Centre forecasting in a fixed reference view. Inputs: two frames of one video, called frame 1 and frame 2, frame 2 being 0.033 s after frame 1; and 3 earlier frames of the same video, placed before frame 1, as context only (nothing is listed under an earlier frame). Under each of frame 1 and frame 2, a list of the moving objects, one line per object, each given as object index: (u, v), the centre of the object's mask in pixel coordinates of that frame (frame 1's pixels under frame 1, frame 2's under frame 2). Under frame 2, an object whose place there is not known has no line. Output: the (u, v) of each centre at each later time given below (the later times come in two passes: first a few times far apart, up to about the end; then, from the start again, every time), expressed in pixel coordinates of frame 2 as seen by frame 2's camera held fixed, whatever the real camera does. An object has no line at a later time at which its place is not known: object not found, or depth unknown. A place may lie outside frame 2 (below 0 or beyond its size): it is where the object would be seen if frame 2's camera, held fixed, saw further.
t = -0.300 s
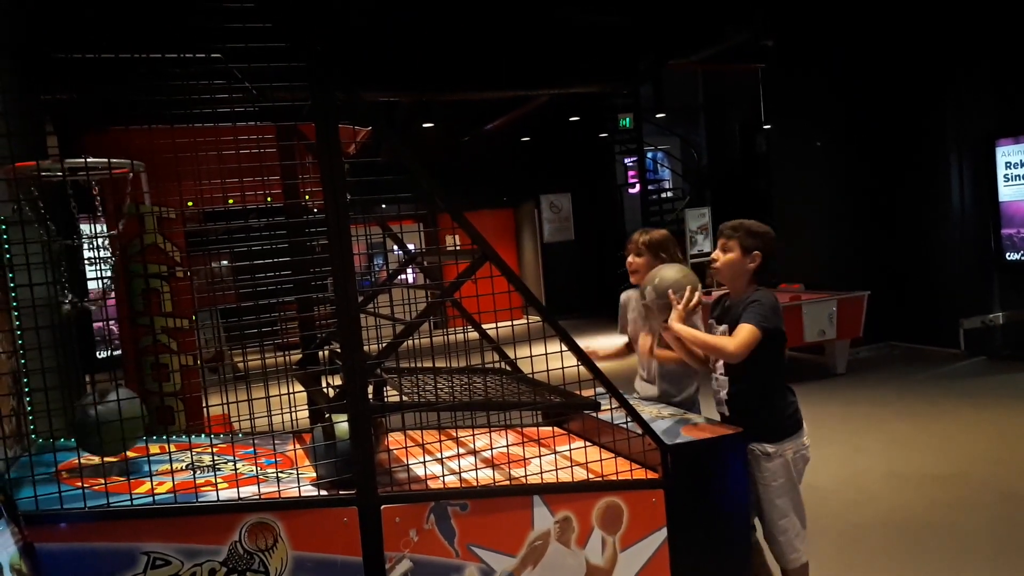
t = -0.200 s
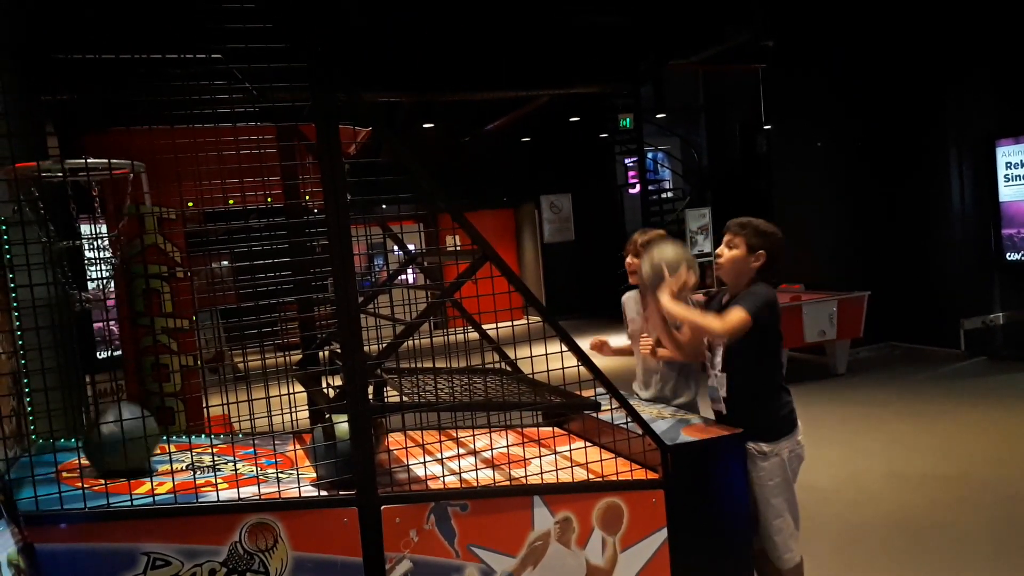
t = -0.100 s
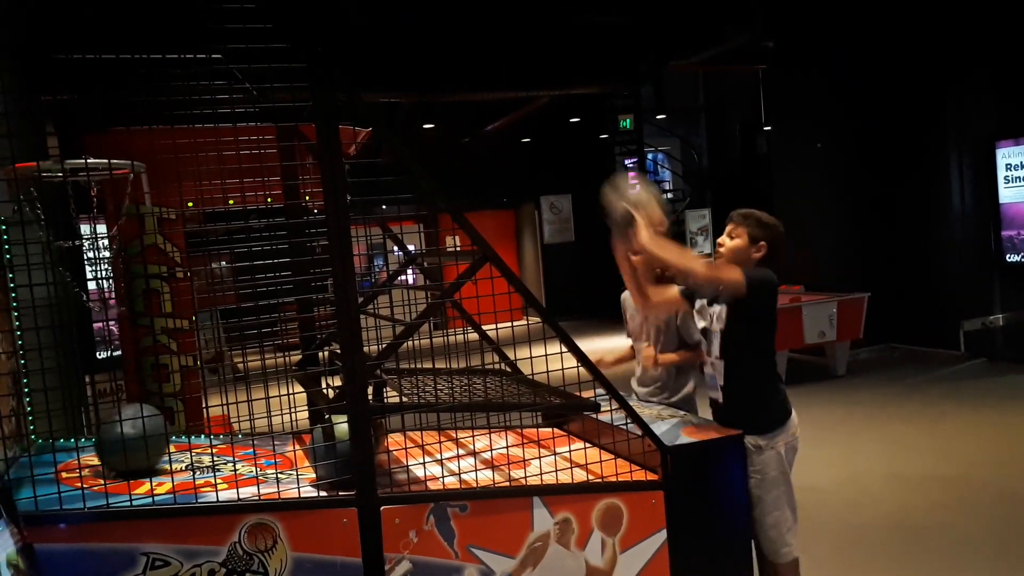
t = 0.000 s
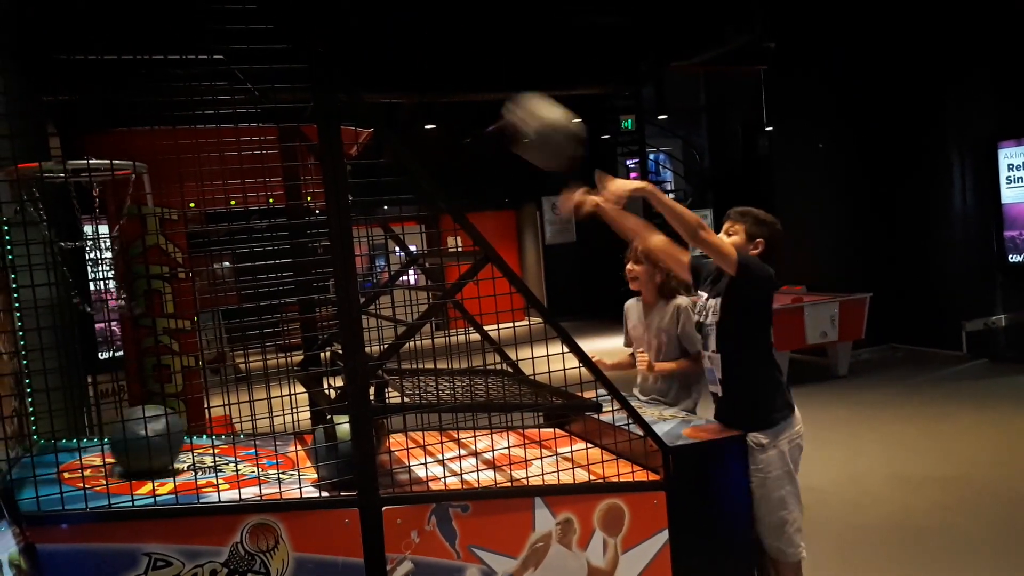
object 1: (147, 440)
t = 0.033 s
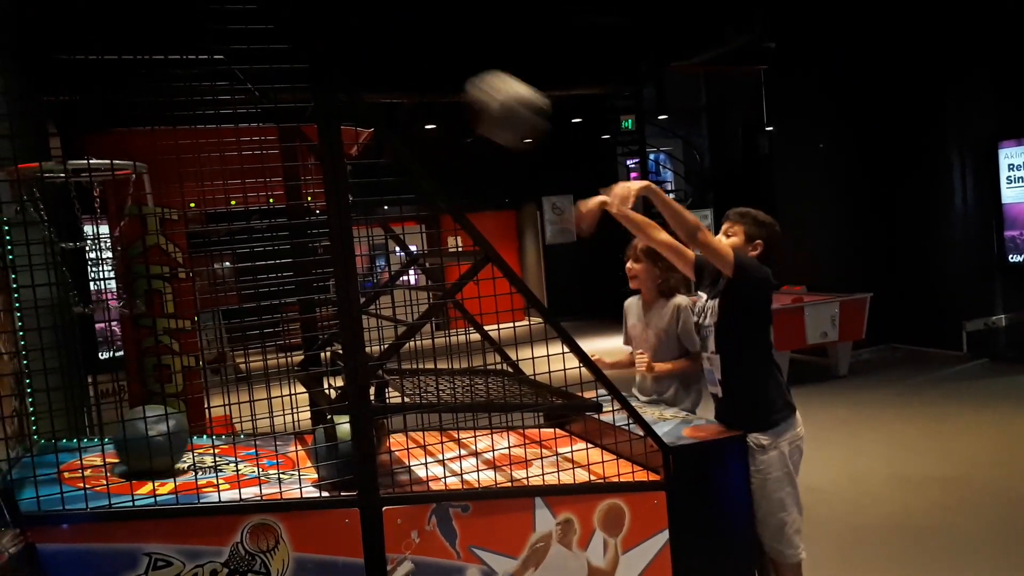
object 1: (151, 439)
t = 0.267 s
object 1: (185, 441)
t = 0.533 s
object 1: (226, 439)
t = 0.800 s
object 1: (264, 440)
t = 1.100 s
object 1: (286, 436)
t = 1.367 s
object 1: (281, 436)
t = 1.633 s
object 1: (280, 438)
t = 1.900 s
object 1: (280, 437)
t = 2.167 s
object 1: (280, 437)
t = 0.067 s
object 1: (155, 440)
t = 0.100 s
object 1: (160, 439)
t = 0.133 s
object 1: (165, 440)
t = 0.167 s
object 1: (170, 440)
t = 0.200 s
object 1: (175, 440)
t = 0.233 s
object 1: (180, 440)
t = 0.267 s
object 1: (185, 441)
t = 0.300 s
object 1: (192, 441)
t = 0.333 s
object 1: (197, 440)
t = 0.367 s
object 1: (202, 439)
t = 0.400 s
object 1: (206, 439)
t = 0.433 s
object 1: (212, 439)
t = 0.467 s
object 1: (217, 440)
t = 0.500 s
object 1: (222, 440)
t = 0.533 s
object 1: (226, 439)
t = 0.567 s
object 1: (231, 438)
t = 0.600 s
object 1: (237, 438)
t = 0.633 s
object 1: (242, 439)
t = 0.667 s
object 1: (246, 440)
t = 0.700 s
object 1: (251, 440)
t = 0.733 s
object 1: (255, 440)
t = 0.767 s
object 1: (260, 440)
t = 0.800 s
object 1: (264, 440)
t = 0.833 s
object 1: (269, 439)
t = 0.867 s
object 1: (273, 439)
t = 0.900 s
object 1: (278, 439)
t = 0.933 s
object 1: (282, 439)
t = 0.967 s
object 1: (285, 438)
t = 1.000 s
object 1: (286, 438)
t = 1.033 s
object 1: (287, 437)
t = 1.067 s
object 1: (287, 437)
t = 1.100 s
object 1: (286, 436)
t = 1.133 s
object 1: (286, 437)
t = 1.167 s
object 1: (287, 435)
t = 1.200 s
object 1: (286, 436)
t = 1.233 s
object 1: (285, 435)
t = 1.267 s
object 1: (284, 435)
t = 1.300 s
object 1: (282, 435)
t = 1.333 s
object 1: (281, 436)
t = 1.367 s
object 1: (281, 436)
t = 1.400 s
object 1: (280, 437)
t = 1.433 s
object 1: (280, 437)
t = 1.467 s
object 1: (280, 437)
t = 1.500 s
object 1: (280, 437)
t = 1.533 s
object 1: (280, 437)
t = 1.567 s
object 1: (280, 438)
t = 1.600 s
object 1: (280, 438)
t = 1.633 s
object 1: (280, 438)
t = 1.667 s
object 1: (281, 438)
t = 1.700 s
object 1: (280, 438)
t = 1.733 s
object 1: (281, 438)
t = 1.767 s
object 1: (280, 438)
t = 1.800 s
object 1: (280, 438)
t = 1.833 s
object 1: (280, 438)
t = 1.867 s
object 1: (280, 437)
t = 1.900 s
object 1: (280, 437)
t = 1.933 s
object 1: (280, 437)
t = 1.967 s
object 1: (280, 438)
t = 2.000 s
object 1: (280, 437)
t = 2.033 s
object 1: (281, 438)
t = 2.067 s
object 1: (281, 438)
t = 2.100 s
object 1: (281, 438)
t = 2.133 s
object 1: (281, 438)
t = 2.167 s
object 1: (280, 437)
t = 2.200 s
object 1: (280, 437)
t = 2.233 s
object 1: (284, 437)
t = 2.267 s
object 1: (284, 438)
